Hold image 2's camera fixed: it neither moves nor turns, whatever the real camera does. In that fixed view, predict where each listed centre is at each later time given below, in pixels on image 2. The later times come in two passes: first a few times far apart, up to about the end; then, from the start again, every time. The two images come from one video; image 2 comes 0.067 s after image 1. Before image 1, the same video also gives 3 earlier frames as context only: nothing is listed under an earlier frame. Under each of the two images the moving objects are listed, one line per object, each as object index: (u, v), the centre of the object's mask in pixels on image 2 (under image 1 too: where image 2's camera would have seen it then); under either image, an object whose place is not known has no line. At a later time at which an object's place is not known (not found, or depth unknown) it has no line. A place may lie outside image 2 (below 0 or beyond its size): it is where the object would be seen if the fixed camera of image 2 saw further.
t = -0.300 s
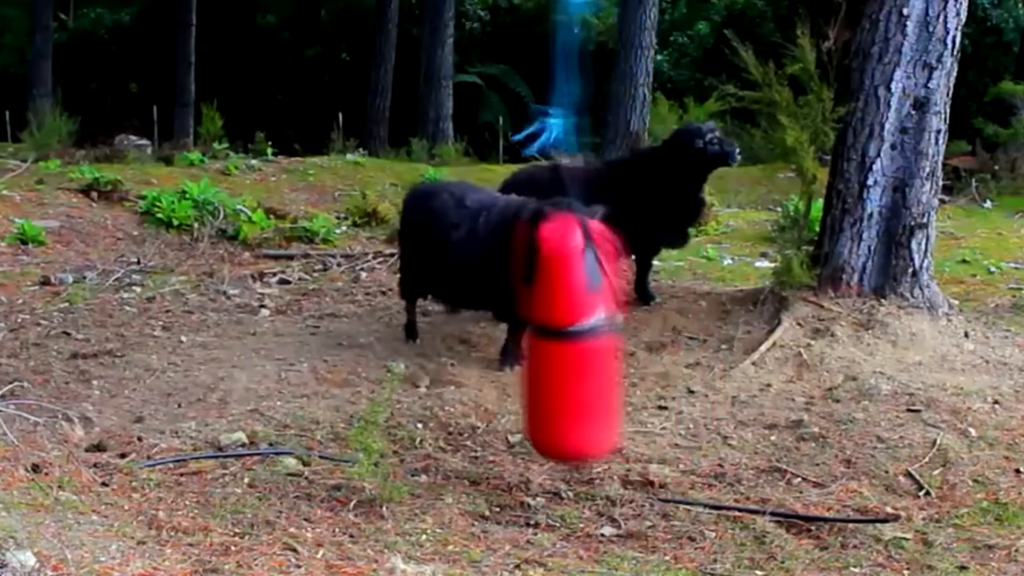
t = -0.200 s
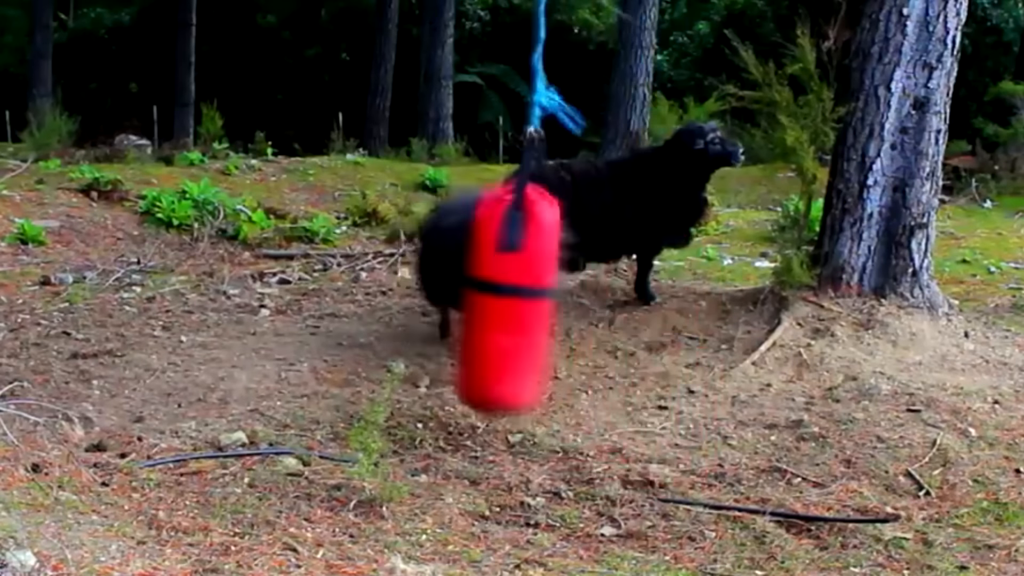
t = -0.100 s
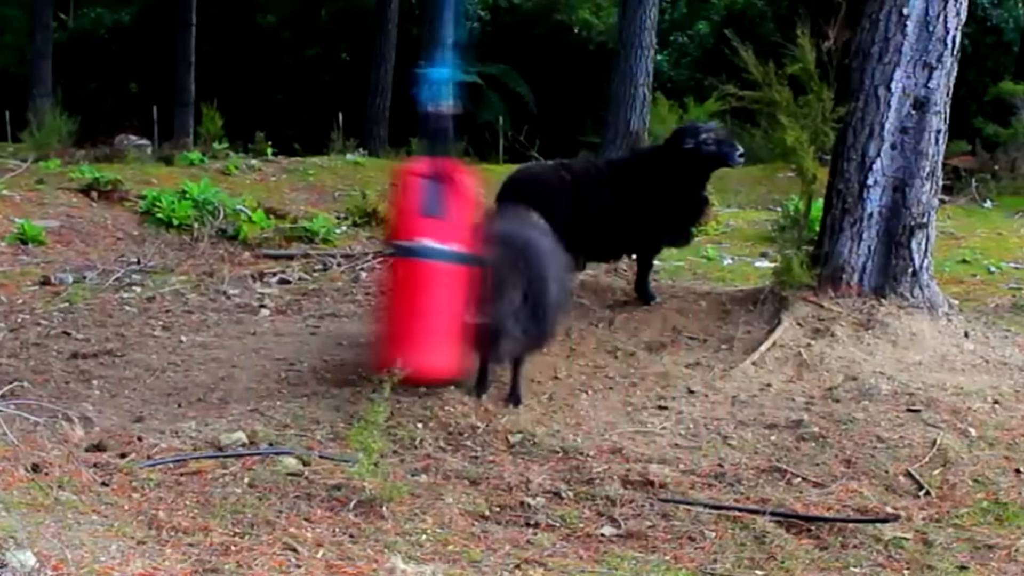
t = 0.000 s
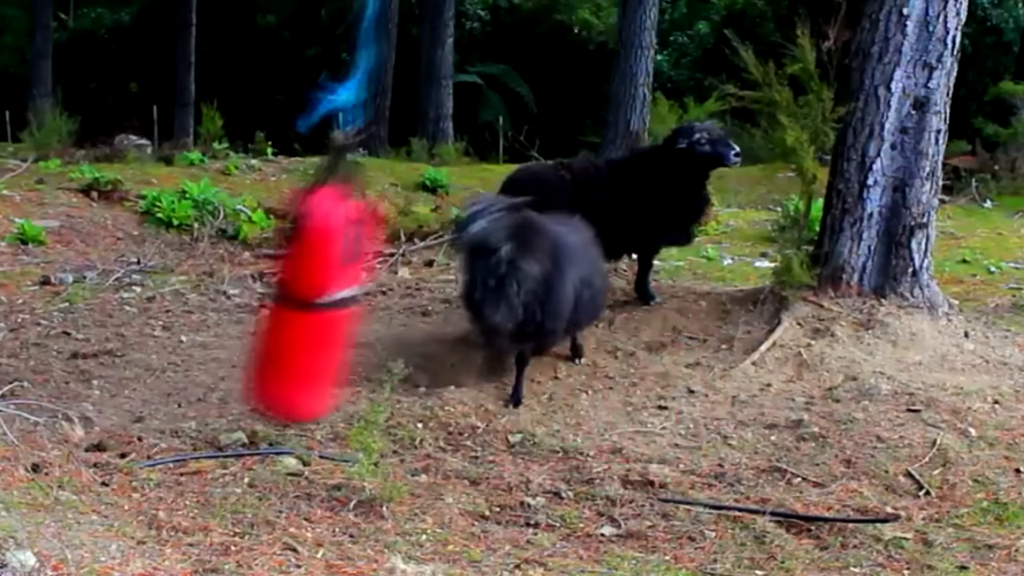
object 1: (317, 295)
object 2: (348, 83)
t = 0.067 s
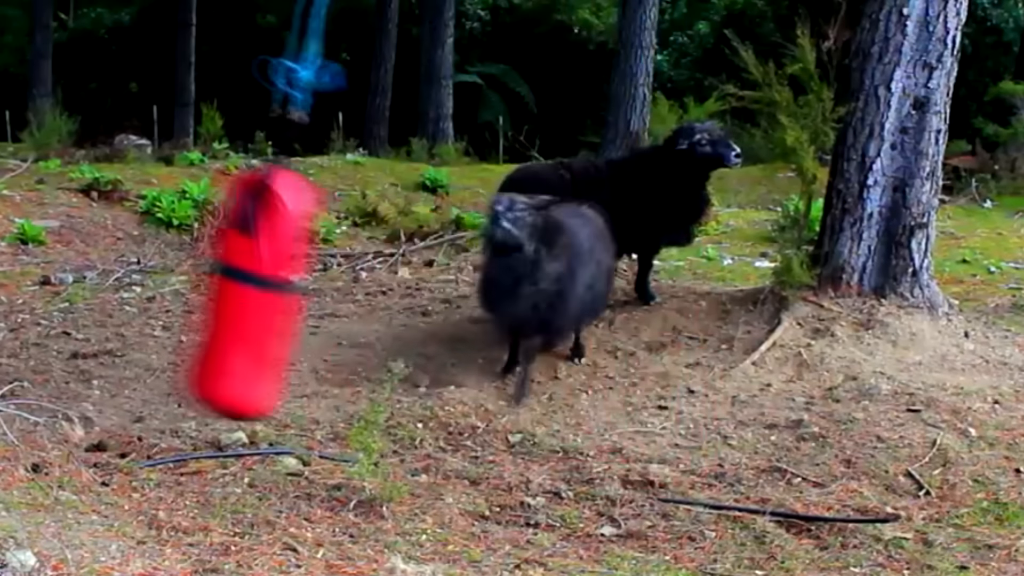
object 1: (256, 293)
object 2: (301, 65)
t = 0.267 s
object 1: (187, 282)
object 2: (261, 71)
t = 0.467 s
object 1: (337, 291)
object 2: (372, 64)
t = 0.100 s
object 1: (224, 286)
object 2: (280, 62)
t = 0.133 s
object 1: (208, 285)
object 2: (269, 80)
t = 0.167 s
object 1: (196, 289)
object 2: (258, 74)
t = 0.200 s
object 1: (187, 286)
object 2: (258, 68)
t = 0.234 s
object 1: (185, 278)
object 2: (254, 60)
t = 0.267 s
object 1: (187, 282)
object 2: (261, 71)
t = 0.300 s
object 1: (202, 283)
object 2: (266, 60)
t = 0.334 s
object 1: (222, 281)
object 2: (289, 67)
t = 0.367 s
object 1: (242, 285)
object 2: (315, 80)
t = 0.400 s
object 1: (277, 289)
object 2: (329, 72)
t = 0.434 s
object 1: (307, 296)
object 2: (345, 71)
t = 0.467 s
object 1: (337, 291)
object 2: (372, 64)
